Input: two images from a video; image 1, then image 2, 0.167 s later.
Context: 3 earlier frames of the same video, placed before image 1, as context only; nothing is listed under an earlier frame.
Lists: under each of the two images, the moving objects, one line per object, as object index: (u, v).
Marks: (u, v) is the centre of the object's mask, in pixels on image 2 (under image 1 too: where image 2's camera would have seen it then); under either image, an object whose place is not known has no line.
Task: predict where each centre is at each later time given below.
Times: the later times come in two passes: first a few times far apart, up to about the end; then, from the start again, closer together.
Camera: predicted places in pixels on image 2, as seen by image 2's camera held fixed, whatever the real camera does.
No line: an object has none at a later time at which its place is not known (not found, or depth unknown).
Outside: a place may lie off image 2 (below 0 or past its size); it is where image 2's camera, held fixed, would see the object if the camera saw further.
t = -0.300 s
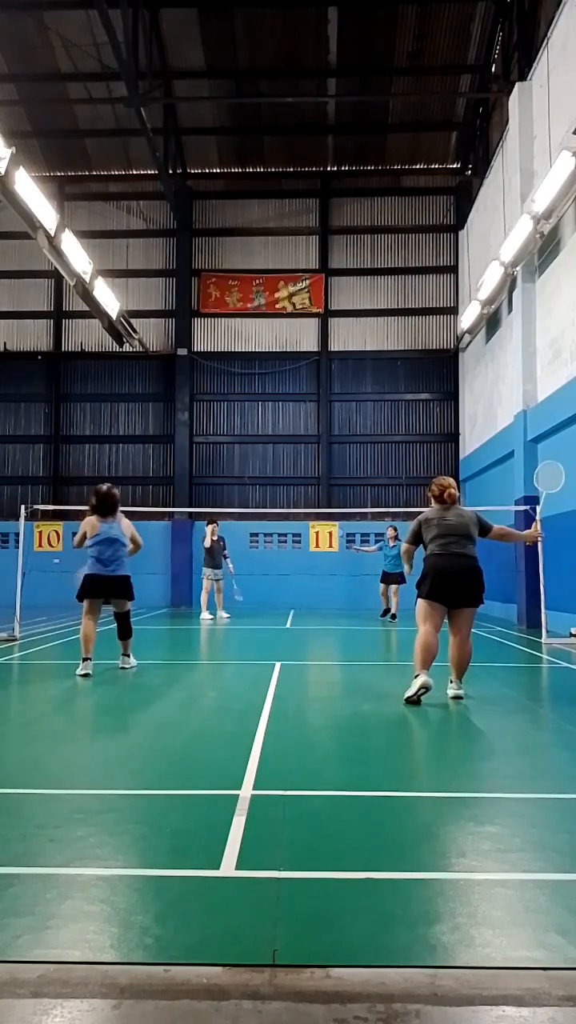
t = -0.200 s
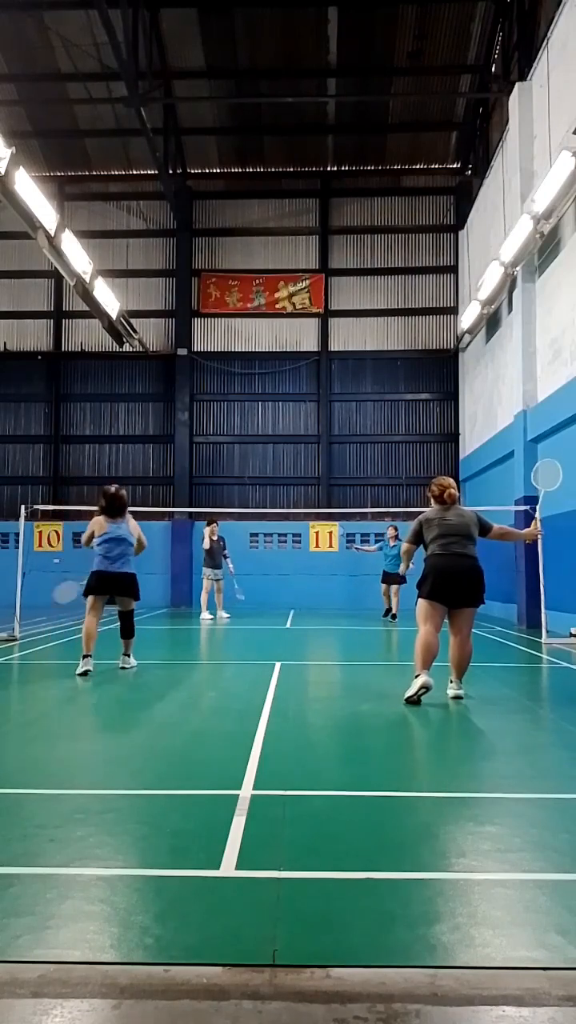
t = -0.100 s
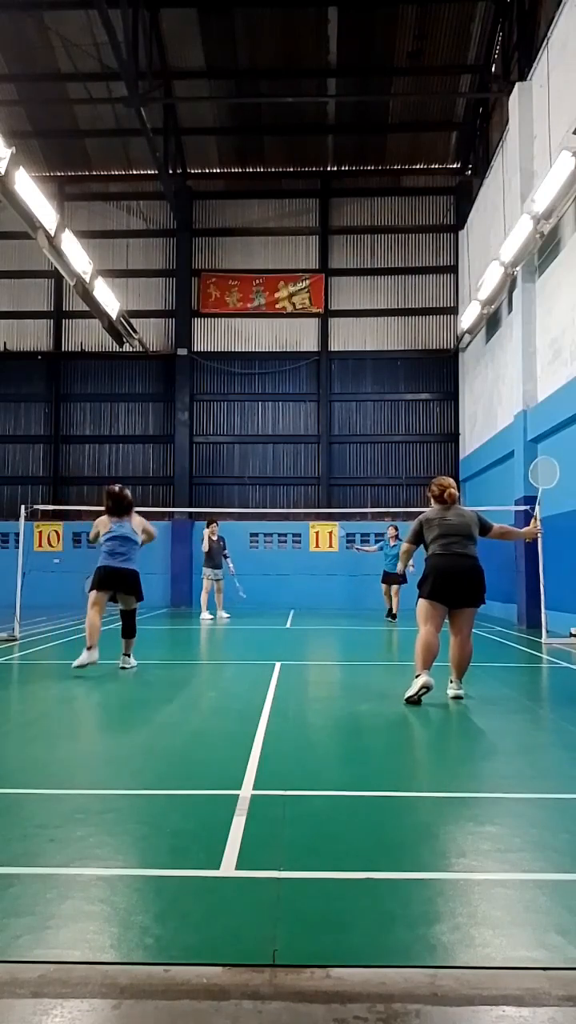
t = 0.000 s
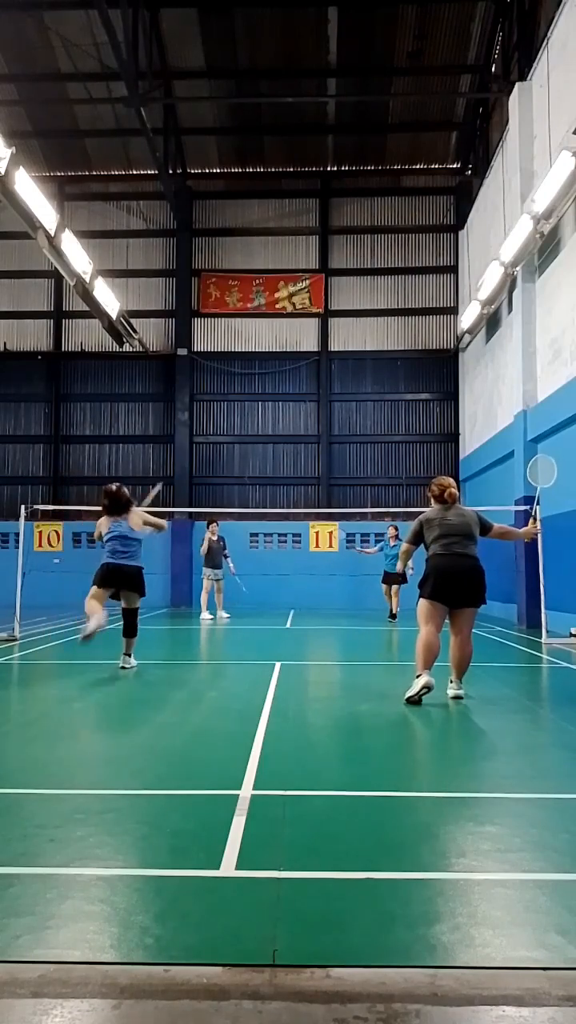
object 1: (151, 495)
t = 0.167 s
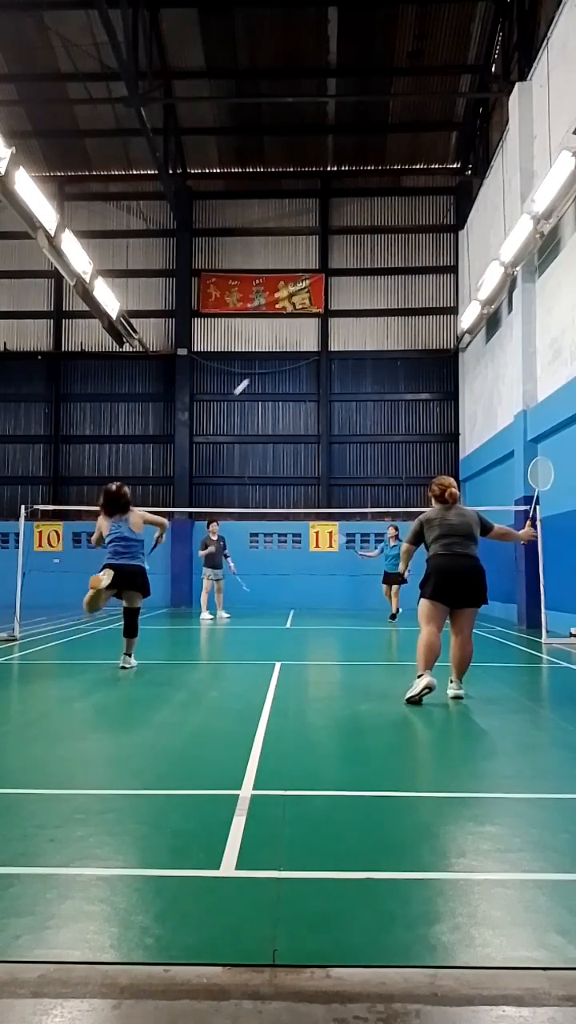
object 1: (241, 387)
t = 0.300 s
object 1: (280, 351)
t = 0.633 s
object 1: (337, 339)
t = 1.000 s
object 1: (374, 395)
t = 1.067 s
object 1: (380, 410)
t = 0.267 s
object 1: (271, 357)
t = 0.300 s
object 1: (280, 351)
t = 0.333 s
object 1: (288, 346)
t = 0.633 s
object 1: (337, 339)
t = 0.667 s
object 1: (341, 341)
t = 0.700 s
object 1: (345, 345)
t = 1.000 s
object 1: (374, 395)
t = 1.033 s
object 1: (377, 402)
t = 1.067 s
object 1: (380, 410)
